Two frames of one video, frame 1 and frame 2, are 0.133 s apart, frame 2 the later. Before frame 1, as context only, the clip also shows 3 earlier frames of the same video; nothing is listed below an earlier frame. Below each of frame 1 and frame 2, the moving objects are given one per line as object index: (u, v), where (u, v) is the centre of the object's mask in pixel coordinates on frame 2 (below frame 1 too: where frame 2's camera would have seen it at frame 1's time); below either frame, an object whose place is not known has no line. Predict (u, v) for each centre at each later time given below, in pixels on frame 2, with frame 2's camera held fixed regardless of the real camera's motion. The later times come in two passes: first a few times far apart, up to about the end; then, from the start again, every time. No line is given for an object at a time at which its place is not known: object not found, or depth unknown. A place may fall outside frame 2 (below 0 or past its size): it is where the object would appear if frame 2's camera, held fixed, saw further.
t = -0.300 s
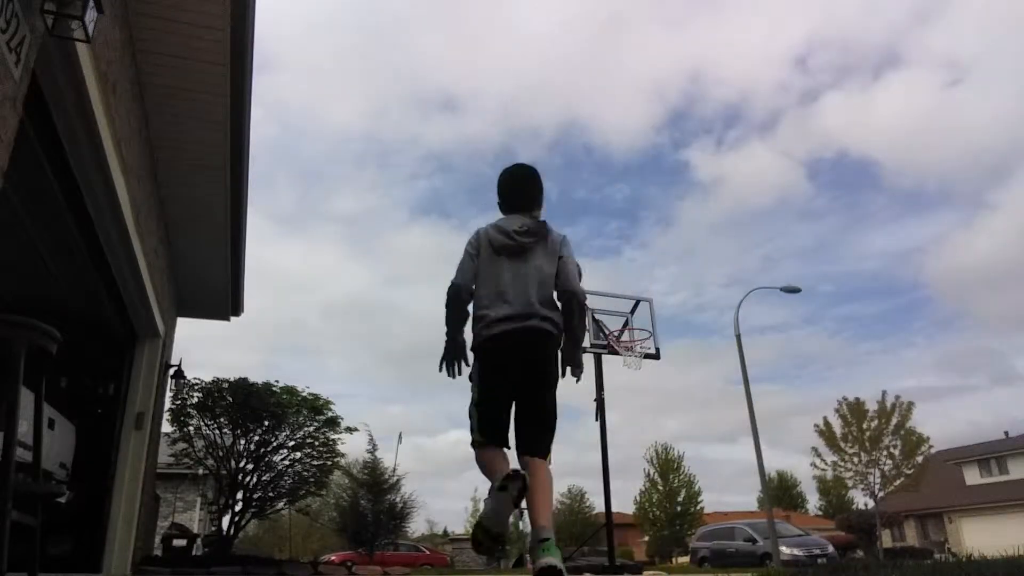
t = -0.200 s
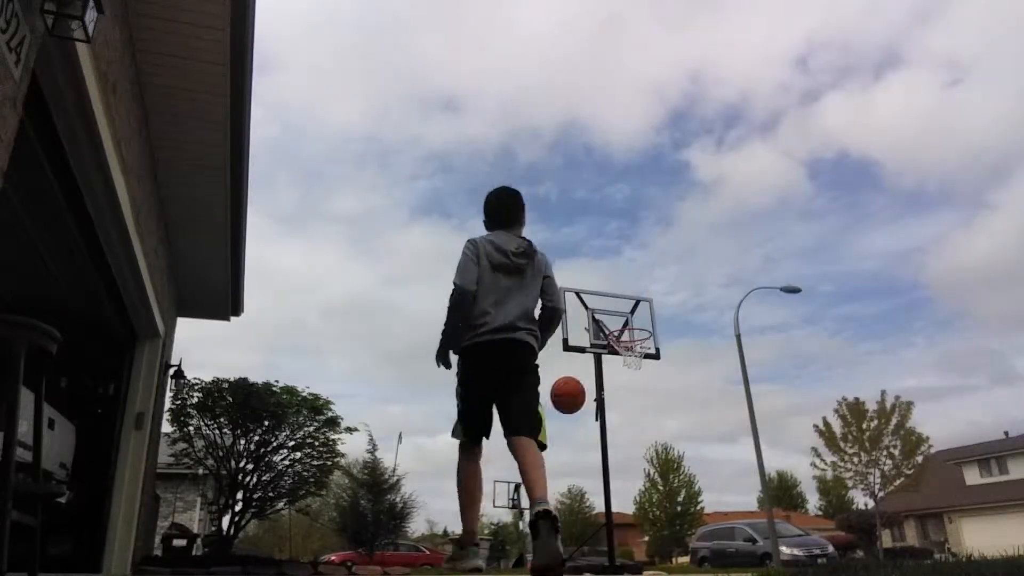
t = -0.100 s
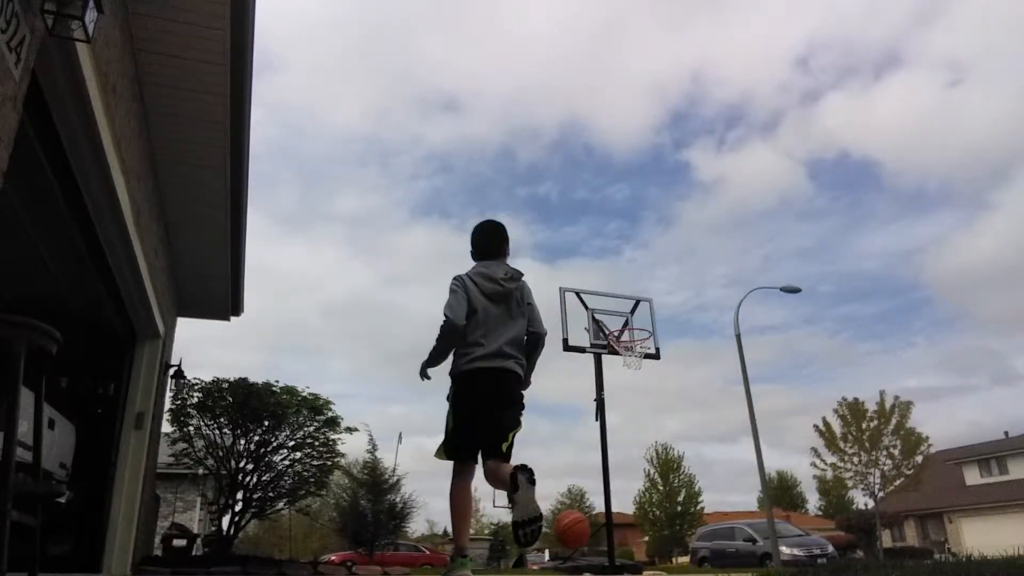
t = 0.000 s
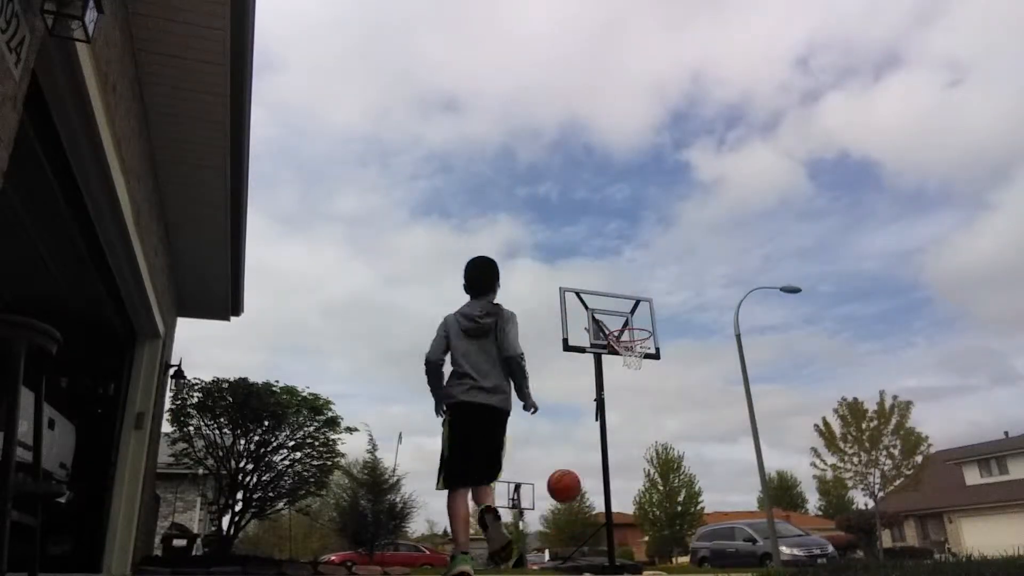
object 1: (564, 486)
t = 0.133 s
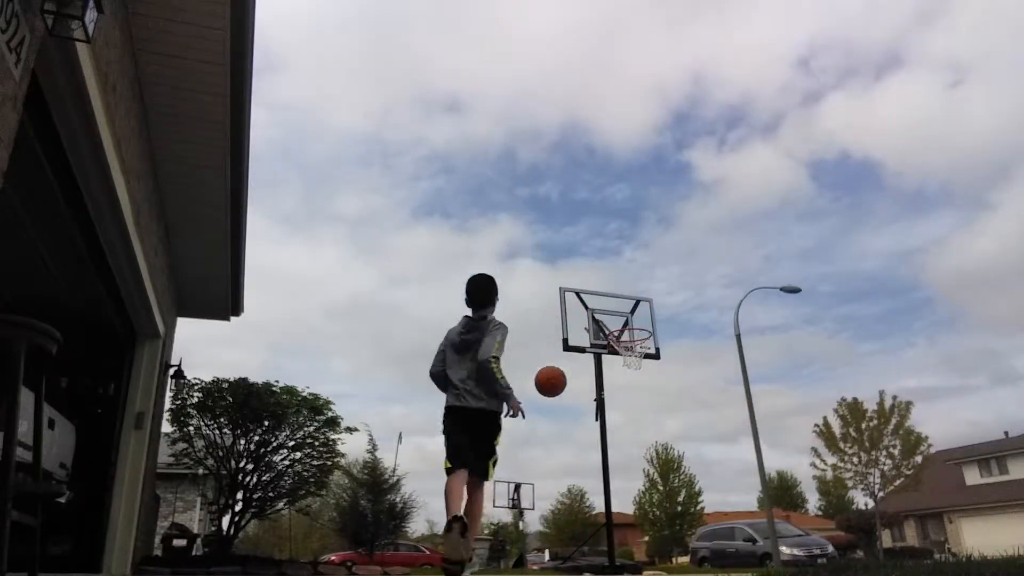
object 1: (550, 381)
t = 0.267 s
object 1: (539, 307)
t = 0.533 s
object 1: (521, 232)
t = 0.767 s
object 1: (509, 230)
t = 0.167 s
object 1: (547, 360)
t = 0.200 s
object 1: (544, 341)
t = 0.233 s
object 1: (542, 323)
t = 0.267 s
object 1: (539, 307)
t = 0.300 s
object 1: (537, 293)
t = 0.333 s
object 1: (534, 280)
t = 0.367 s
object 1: (532, 268)
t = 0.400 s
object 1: (529, 259)
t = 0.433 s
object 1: (527, 250)
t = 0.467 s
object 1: (525, 243)
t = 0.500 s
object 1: (523, 237)
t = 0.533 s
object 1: (521, 232)
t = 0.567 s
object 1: (519, 228)
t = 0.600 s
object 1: (517, 226)
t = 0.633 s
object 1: (515, 224)
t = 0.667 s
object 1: (514, 224)
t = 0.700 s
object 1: (512, 225)
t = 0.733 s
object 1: (510, 227)
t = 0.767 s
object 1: (509, 230)
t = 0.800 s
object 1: (507, 235)
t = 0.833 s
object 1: (506, 240)
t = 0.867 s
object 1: (504, 247)
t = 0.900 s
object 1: (502, 254)
